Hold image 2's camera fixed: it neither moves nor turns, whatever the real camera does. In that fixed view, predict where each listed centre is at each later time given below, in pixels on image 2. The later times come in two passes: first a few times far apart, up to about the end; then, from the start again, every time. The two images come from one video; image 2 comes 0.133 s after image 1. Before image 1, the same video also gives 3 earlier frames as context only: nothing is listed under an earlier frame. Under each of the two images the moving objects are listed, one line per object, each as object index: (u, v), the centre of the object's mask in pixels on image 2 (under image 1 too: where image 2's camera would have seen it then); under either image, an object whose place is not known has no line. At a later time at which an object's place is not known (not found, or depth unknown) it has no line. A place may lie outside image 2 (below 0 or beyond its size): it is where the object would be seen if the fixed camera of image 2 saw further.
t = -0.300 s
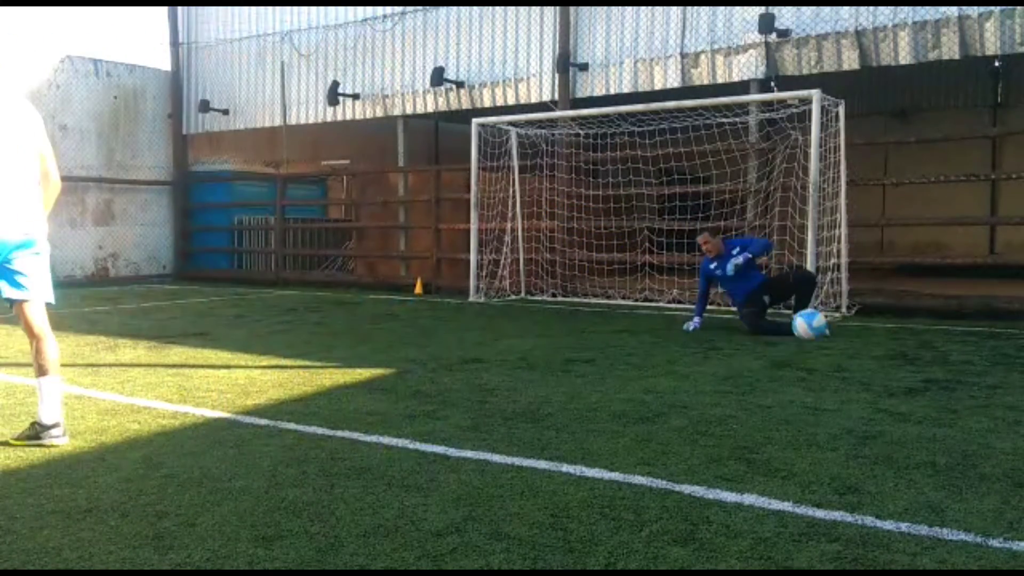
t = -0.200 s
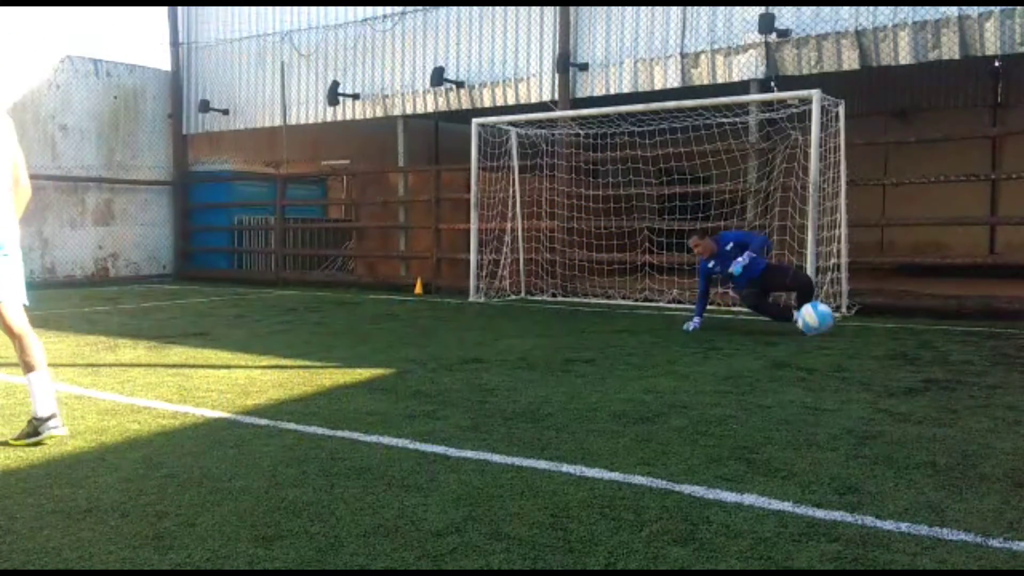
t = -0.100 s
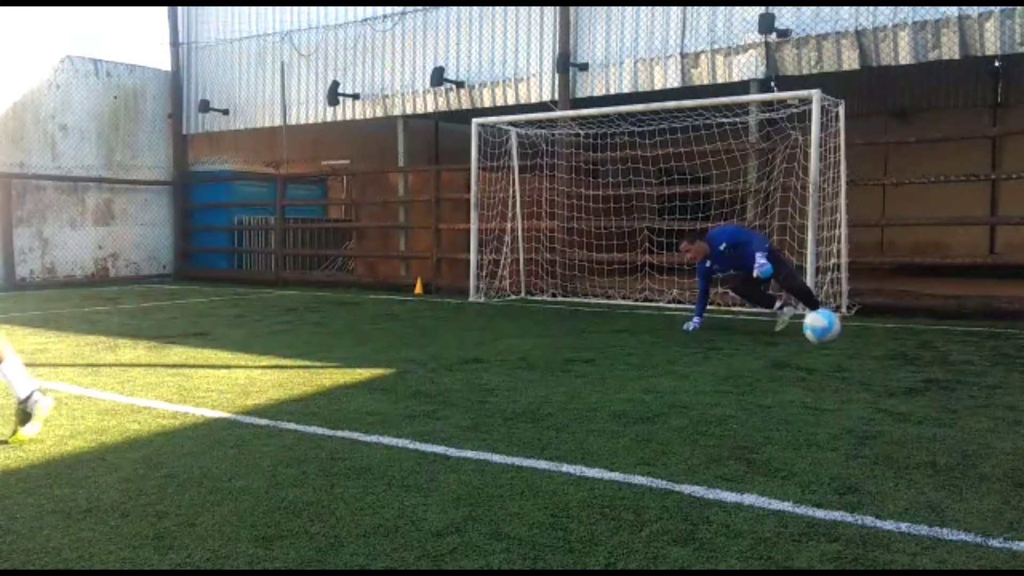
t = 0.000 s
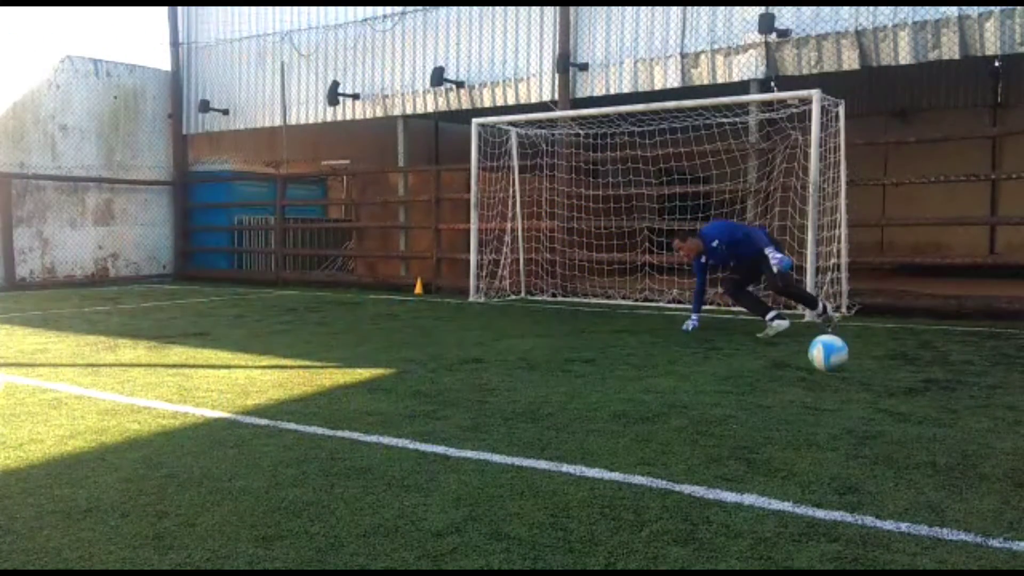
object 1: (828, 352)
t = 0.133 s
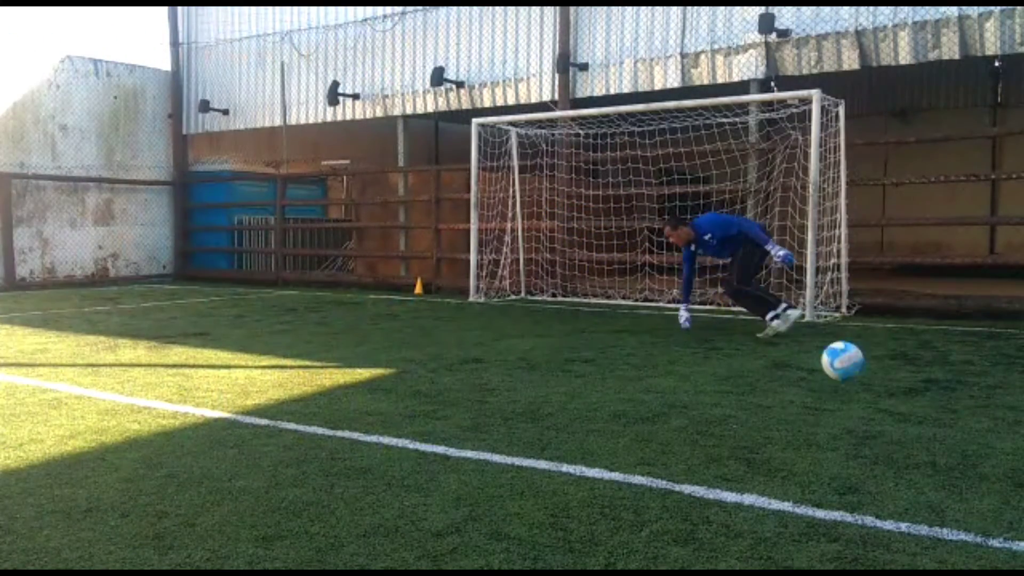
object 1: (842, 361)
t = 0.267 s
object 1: (862, 367)
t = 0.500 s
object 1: (899, 399)
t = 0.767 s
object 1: (950, 450)
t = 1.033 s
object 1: (1005, 511)
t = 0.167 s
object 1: (847, 359)
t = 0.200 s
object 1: (851, 359)
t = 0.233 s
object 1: (856, 362)
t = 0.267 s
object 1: (862, 367)
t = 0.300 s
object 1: (867, 374)
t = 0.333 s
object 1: (871, 384)
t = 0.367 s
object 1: (877, 398)
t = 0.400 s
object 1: (882, 402)
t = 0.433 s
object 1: (888, 399)
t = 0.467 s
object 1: (893, 398)
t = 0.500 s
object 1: (899, 399)
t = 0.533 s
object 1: (904, 404)
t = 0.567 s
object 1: (909, 410)
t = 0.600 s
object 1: (916, 421)
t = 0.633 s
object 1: (922, 435)
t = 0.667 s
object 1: (929, 438)
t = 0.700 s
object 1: (936, 439)
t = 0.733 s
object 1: (943, 443)
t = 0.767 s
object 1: (950, 450)
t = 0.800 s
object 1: (958, 461)
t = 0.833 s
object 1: (967, 472)
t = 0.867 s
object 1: (974, 472)
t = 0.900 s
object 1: (983, 477)
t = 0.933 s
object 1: (990, 486)
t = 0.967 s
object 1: (996, 499)
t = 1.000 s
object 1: (1000, 509)
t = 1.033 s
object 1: (1005, 511)
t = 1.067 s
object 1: (1009, 517)
